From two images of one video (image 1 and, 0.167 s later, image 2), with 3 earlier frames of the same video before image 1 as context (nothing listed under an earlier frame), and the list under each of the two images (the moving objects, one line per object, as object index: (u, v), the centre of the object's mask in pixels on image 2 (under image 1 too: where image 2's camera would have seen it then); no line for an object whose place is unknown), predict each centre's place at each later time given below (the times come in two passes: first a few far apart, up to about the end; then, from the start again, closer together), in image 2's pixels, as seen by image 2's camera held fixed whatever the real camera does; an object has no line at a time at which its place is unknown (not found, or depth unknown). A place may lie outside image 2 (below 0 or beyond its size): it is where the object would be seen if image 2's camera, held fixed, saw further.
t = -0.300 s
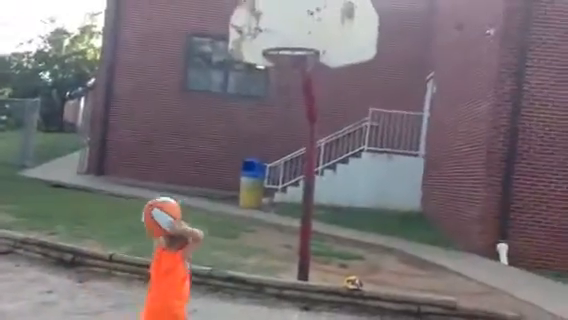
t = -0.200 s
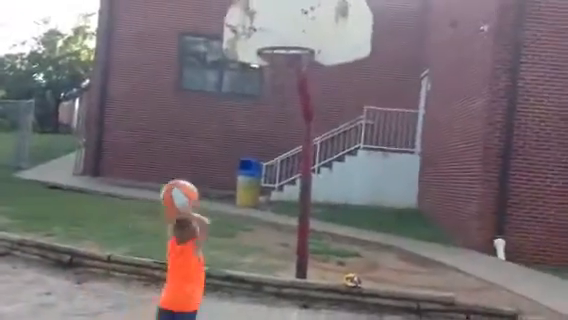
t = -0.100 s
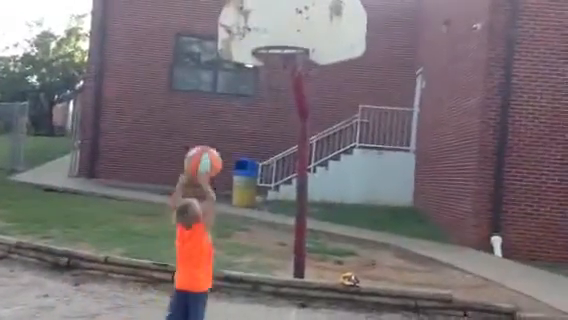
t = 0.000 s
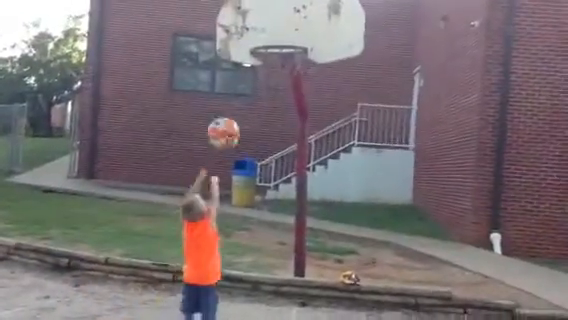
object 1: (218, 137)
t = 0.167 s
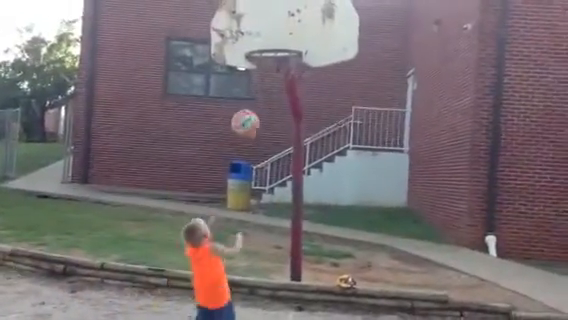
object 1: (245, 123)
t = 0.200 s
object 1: (249, 125)
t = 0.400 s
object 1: (269, 154)
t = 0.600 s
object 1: (282, 214)
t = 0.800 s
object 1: (288, 241)
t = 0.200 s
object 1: (249, 125)
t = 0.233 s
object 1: (253, 127)
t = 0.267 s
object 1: (257, 131)
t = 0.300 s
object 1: (261, 135)
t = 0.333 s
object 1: (264, 142)
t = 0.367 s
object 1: (267, 147)
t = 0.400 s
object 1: (269, 154)
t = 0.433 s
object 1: (272, 162)
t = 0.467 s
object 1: (273, 172)
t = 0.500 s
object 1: (276, 181)
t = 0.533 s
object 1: (274, 192)
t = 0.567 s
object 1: (274, 199)
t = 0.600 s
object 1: (282, 214)
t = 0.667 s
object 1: (285, 235)
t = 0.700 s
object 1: (286, 245)
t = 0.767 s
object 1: (288, 252)
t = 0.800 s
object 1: (288, 241)
